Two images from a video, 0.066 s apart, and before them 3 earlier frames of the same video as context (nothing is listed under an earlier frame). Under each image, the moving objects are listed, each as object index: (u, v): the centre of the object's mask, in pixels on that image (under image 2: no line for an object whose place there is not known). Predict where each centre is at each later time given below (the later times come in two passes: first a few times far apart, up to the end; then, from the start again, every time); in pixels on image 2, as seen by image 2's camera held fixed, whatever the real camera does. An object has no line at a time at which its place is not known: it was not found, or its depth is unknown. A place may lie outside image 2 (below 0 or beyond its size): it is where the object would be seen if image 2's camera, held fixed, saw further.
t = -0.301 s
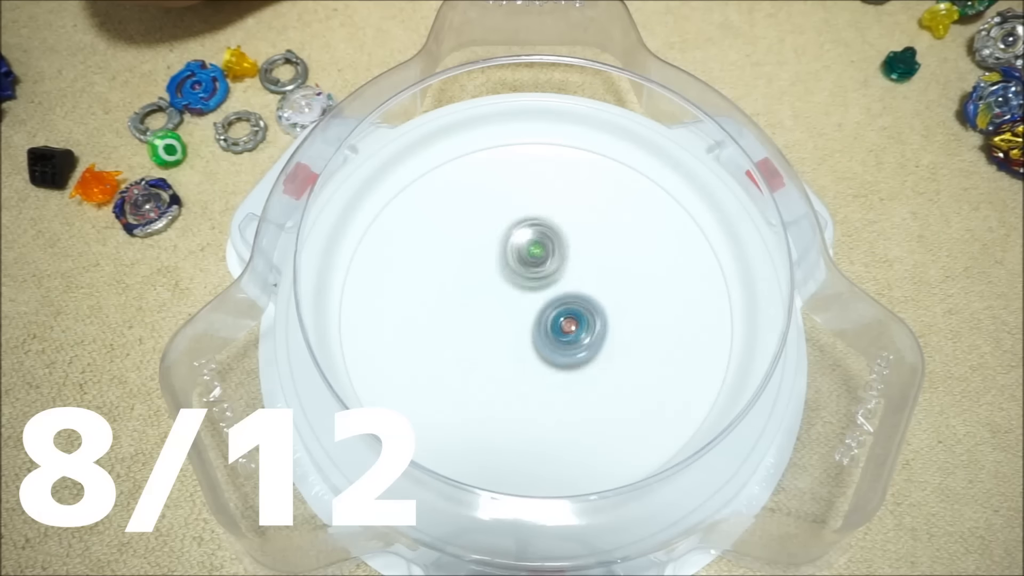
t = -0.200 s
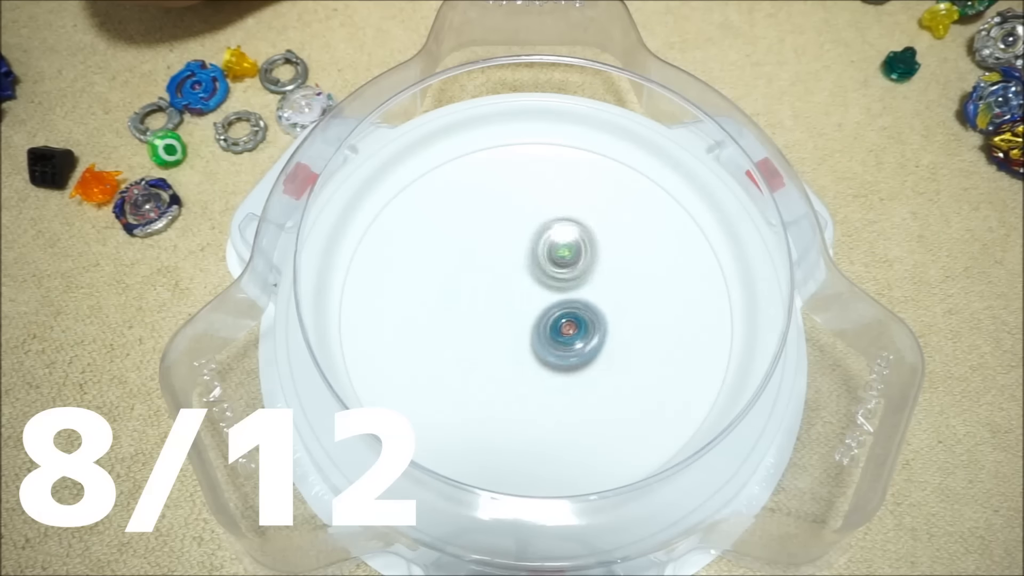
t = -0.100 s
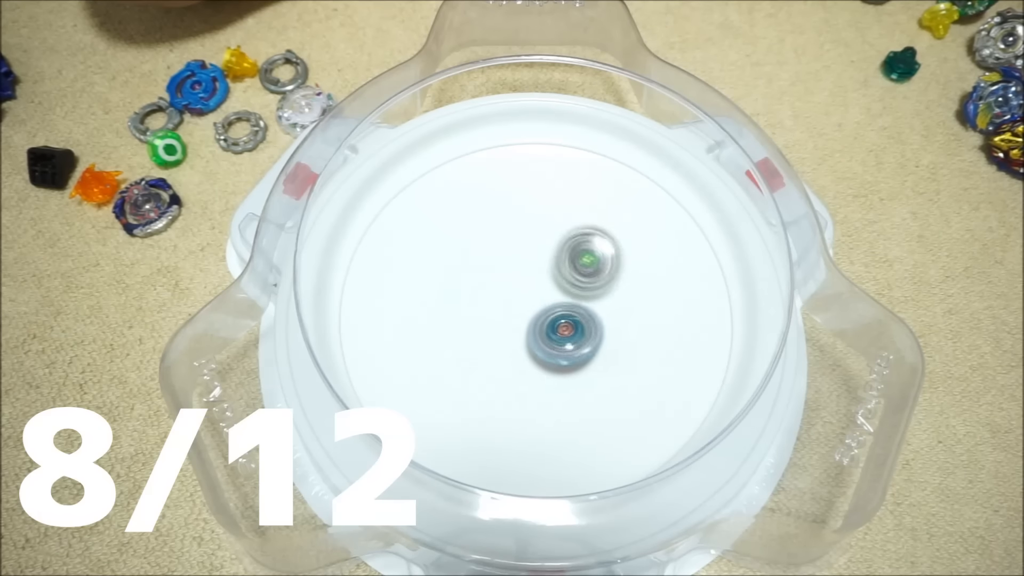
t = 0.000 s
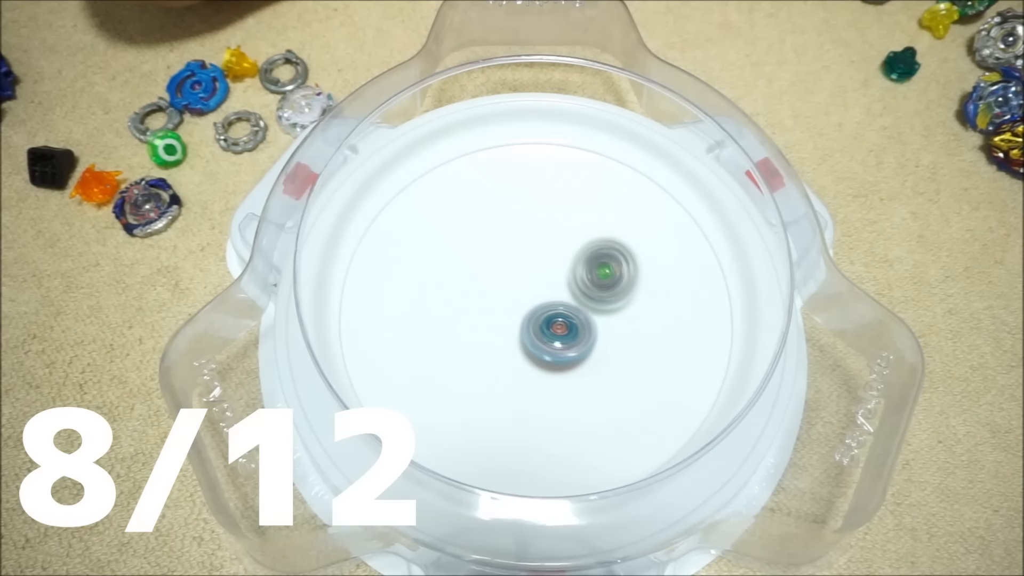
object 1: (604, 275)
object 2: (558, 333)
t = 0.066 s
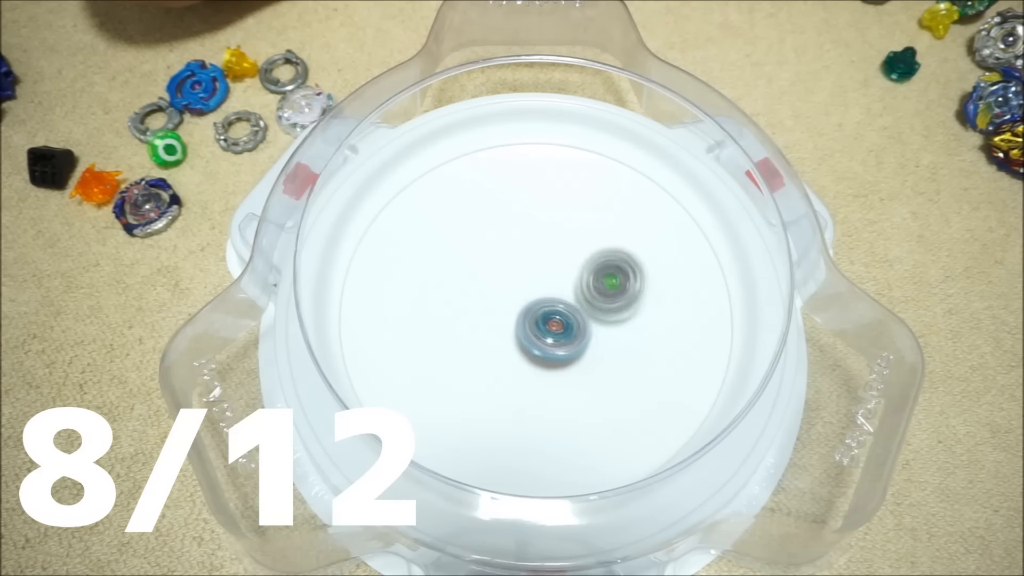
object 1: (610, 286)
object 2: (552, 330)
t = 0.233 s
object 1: (616, 314)
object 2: (532, 315)
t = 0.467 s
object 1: (576, 346)
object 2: (532, 287)
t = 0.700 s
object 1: (498, 354)
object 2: (556, 279)
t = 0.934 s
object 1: (458, 332)
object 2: (568, 295)
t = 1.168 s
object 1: (470, 310)
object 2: (550, 314)
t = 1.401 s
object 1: (503, 275)
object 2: (563, 339)
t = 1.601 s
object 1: (562, 271)
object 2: (562, 340)
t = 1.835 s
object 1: (608, 277)
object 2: (537, 347)
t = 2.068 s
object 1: (603, 309)
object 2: (520, 337)
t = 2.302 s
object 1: (589, 316)
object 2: (510, 321)
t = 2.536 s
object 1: (589, 327)
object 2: (516, 286)
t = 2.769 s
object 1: (578, 334)
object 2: (580, 253)
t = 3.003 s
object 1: (560, 318)
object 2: (607, 243)
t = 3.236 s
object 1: (533, 298)
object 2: (587, 246)
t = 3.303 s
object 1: (506, 303)
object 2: (603, 242)
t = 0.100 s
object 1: (612, 291)
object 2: (550, 328)
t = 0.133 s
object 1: (614, 297)
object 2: (546, 325)
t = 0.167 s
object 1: (614, 303)
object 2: (543, 322)
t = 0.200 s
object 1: (616, 308)
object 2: (538, 318)
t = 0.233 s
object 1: (616, 314)
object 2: (532, 315)
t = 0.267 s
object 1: (614, 318)
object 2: (530, 310)
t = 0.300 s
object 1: (611, 323)
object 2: (529, 306)
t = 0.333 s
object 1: (606, 328)
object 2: (528, 303)
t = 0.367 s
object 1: (600, 333)
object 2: (528, 299)
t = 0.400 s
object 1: (594, 338)
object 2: (528, 294)
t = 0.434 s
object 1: (586, 342)
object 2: (530, 291)
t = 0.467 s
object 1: (576, 346)
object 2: (532, 287)
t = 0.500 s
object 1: (567, 350)
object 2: (534, 284)
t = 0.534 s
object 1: (556, 352)
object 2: (538, 282)
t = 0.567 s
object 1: (545, 354)
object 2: (541, 280)
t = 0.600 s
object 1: (532, 355)
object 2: (544, 279)
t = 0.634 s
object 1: (520, 356)
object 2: (548, 277)
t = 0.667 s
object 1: (508, 356)
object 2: (552, 277)
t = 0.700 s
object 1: (498, 354)
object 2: (556, 279)
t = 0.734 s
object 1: (489, 352)
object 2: (560, 279)
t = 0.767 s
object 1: (480, 349)
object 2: (562, 281)
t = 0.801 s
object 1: (473, 346)
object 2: (565, 283)
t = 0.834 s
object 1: (467, 342)
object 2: (566, 285)
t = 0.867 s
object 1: (462, 339)
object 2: (568, 288)
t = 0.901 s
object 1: (459, 335)
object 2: (568, 291)
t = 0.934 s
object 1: (458, 332)
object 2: (568, 295)
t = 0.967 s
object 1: (457, 329)
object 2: (568, 298)
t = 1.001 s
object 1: (457, 325)
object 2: (566, 301)
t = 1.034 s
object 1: (458, 322)
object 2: (564, 305)
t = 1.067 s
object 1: (460, 318)
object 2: (561, 308)
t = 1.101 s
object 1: (463, 315)
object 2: (558, 310)
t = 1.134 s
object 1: (466, 312)
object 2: (554, 312)
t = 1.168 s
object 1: (470, 310)
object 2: (550, 314)
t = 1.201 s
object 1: (474, 307)
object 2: (549, 315)
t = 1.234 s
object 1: (476, 301)
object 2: (551, 317)
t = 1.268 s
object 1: (479, 296)
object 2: (555, 320)
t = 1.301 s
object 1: (485, 294)
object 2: (556, 323)
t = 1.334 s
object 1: (491, 291)
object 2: (557, 327)
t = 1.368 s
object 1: (497, 282)
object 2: (560, 332)
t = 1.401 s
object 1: (503, 275)
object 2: (563, 339)
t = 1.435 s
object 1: (512, 269)
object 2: (563, 342)
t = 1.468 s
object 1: (523, 266)
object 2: (562, 342)
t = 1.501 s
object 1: (533, 265)
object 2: (562, 341)
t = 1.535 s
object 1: (543, 266)
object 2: (562, 340)
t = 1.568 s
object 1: (553, 268)
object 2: (562, 340)
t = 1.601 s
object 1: (562, 271)
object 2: (562, 340)
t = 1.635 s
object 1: (572, 272)
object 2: (559, 341)
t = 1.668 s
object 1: (585, 268)
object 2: (552, 349)
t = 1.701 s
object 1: (594, 265)
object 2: (545, 353)
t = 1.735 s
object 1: (602, 266)
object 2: (540, 354)
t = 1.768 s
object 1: (605, 269)
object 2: (538, 352)
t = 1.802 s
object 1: (607, 272)
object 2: (537, 349)
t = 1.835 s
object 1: (608, 277)
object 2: (537, 347)
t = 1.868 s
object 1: (608, 282)
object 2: (537, 345)
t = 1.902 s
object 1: (607, 286)
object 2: (538, 344)
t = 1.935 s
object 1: (605, 291)
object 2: (539, 342)
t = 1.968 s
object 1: (602, 298)
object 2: (540, 341)
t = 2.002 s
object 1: (602, 302)
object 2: (536, 339)
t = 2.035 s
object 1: (604, 305)
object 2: (527, 339)
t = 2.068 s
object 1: (603, 309)
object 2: (520, 337)
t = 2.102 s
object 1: (600, 312)
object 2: (519, 334)
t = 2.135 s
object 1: (596, 314)
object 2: (520, 332)
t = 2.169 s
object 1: (596, 316)
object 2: (516, 330)
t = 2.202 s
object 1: (598, 317)
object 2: (509, 326)
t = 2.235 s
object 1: (596, 318)
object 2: (505, 323)
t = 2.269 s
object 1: (593, 317)
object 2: (507, 321)
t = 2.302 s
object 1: (589, 316)
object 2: (510, 321)
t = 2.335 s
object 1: (586, 315)
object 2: (512, 323)
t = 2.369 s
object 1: (585, 315)
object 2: (513, 325)
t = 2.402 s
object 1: (589, 320)
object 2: (509, 316)
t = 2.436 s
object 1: (591, 327)
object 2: (507, 308)
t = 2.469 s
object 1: (591, 329)
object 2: (507, 300)
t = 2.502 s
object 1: (589, 329)
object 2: (511, 292)
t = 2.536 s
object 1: (589, 327)
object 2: (516, 286)
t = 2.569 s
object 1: (589, 326)
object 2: (521, 281)
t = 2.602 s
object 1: (589, 326)
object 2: (528, 278)
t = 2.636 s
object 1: (587, 324)
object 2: (536, 275)
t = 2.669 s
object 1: (586, 328)
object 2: (544, 273)
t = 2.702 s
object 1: (584, 333)
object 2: (557, 265)
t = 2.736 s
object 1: (580, 336)
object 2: (568, 259)
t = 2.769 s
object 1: (578, 334)
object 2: (580, 253)
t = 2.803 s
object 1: (576, 333)
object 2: (591, 250)
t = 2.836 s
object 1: (576, 331)
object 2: (600, 246)
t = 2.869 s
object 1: (572, 331)
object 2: (606, 244)
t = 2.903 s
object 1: (570, 329)
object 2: (611, 241)
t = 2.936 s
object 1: (566, 326)
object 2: (612, 241)
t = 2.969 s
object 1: (564, 322)
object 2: (611, 241)
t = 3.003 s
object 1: (560, 318)
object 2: (607, 243)
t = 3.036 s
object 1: (557, 314)
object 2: (601, 245)
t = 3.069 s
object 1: (554, 309)
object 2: (594, 247)
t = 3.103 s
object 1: (554, 305)
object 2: (588, 247)
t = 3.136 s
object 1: (552, 300)
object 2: (583, 245)
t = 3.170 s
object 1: (550, 296)
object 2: (581, 243)
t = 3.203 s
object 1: (545, 294)
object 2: (582, 244)
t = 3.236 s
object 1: (533, 298)
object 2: (587, 246)
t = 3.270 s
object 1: (516, 302)
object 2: (596, 242)
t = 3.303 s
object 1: (506, 303)
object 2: (603, 242)
